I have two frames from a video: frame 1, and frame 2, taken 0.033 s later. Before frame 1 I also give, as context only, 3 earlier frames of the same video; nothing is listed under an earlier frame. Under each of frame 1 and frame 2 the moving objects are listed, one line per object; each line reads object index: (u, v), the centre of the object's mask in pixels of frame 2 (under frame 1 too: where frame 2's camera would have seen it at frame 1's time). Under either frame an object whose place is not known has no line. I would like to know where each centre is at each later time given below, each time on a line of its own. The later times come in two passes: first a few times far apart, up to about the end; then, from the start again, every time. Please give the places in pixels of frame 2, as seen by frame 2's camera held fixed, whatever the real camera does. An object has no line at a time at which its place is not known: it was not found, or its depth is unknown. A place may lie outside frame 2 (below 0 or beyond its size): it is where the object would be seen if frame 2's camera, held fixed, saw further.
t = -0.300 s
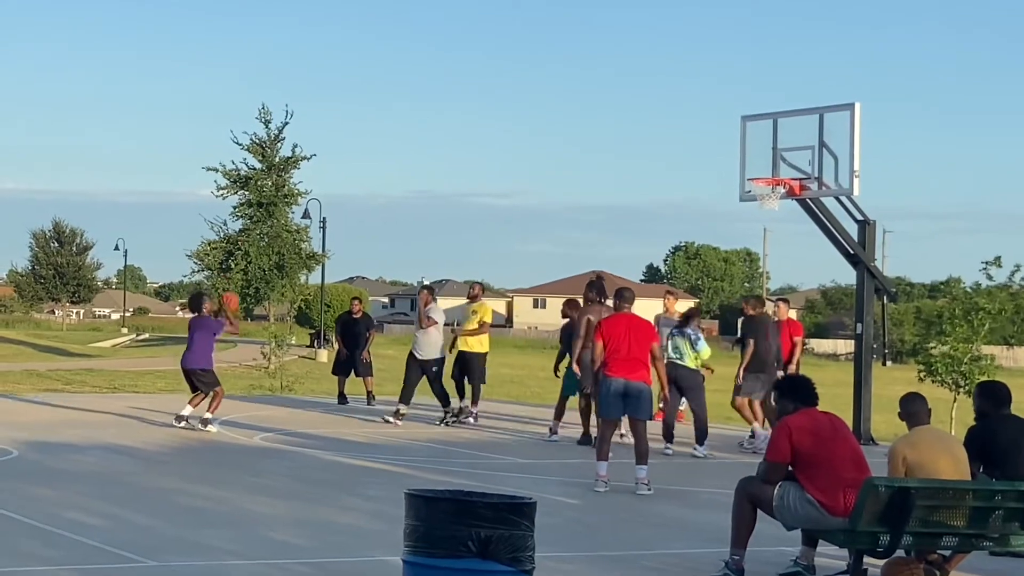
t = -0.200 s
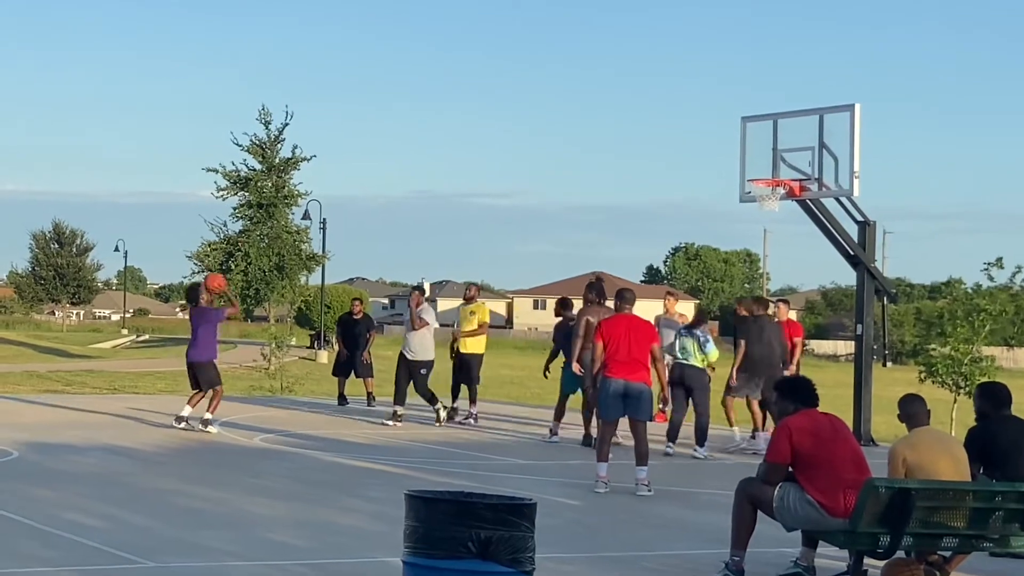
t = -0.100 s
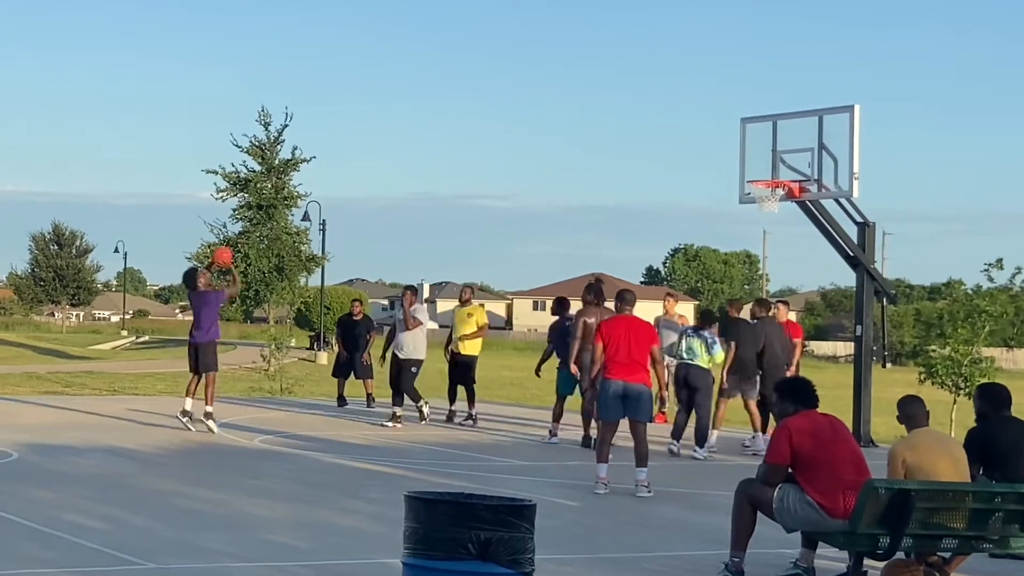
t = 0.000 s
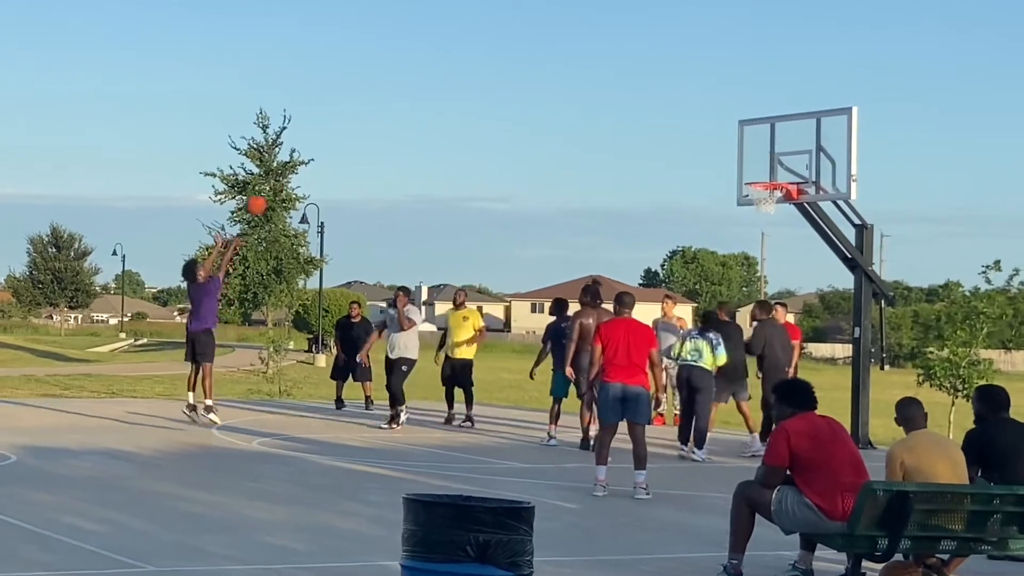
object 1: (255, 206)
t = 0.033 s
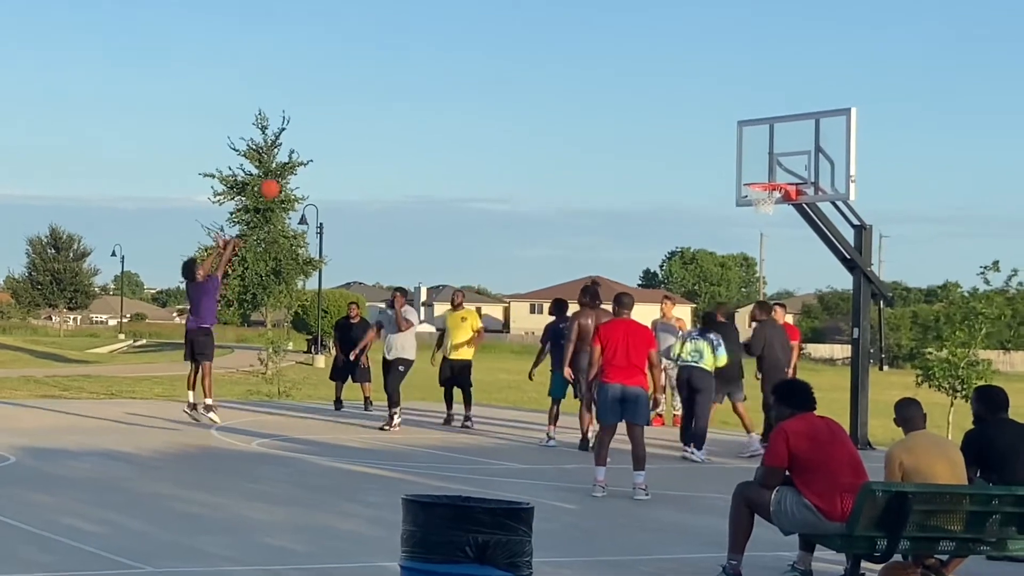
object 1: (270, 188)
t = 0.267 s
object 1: (369, 95)
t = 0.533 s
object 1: (478, 44)
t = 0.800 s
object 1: (583, 52)
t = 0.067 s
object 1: (284, 172)
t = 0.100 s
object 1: (299, 157)
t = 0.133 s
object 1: (313, 142)
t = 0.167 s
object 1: (327, 129)
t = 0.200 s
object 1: (341, 116)
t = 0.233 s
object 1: (355, 105)
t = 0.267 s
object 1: (369, 95)
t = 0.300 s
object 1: (383, 85)
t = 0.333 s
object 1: (397, 77)
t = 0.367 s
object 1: (411, 69)
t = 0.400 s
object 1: (424, 62)
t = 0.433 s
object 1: (438, 56)
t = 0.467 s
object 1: (452, 52)
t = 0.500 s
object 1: (465, 48)
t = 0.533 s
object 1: (478, 44)
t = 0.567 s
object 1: (492, 42)
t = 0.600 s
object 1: (505, 41)
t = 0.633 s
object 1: (518, 41)
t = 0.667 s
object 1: (531, 41)
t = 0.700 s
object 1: (544, 43)
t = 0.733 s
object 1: (557, 45)
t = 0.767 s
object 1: (570, 48)
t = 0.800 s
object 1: (583, 52)
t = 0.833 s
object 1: (595, 57)
